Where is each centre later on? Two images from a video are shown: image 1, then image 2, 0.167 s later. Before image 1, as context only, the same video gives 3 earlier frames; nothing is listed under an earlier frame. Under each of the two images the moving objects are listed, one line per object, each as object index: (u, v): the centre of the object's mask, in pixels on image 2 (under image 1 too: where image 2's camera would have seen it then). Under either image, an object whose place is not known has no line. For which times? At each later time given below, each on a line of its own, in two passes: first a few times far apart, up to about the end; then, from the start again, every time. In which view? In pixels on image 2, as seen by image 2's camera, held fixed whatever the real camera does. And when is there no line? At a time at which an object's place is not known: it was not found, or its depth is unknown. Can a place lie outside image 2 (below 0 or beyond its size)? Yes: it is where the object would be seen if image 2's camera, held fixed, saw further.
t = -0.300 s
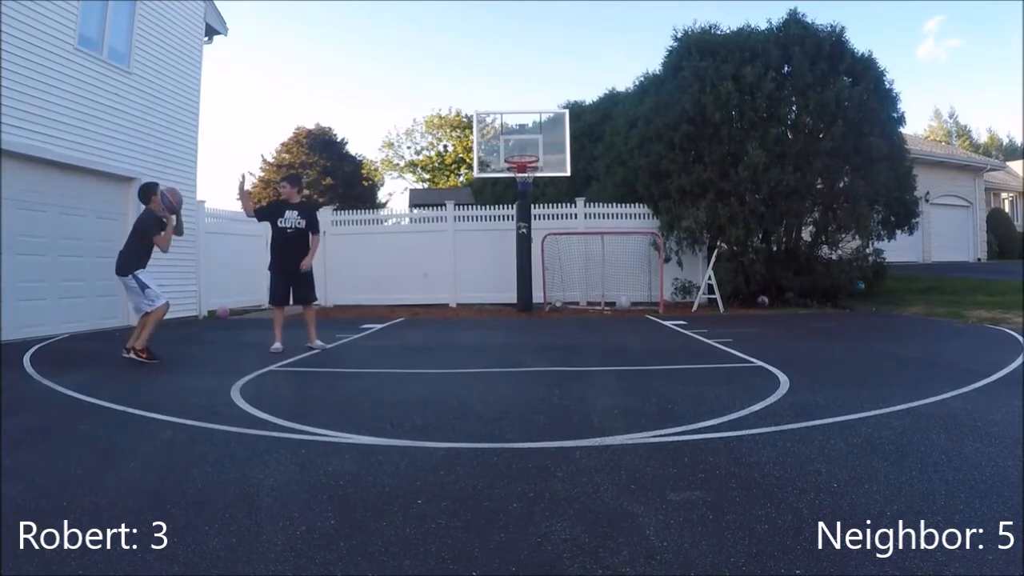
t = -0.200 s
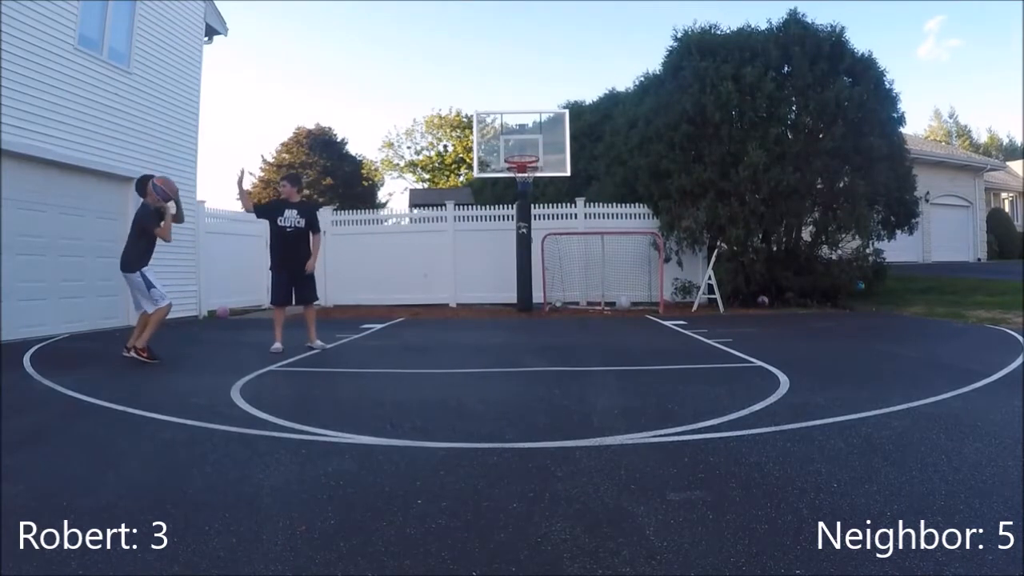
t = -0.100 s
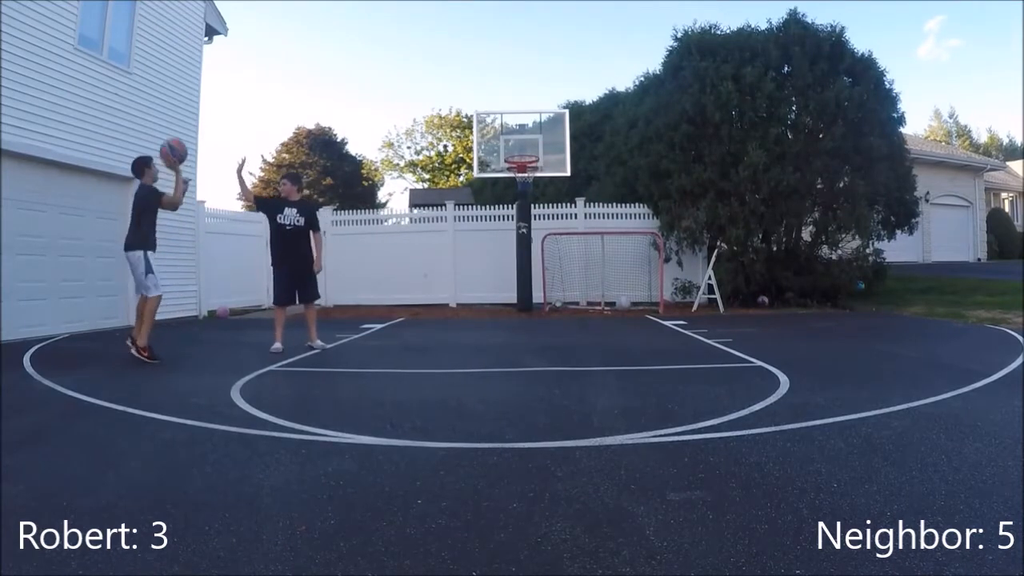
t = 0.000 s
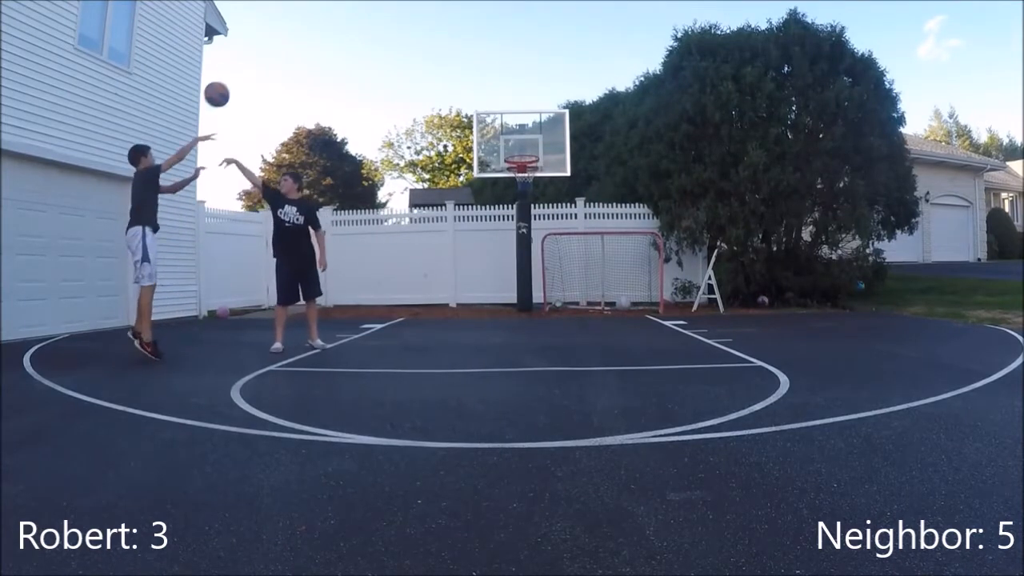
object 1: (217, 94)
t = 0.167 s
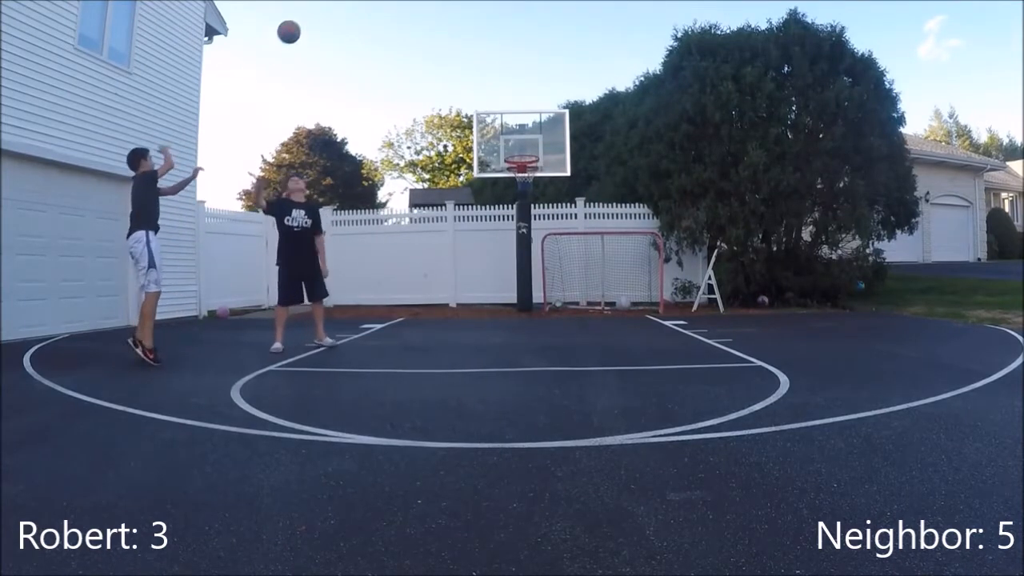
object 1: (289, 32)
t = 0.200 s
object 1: (301, 24)
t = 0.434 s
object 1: (375, 8)
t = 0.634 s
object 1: (425, 26)
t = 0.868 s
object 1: (471, 79)
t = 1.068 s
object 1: (498, 123)
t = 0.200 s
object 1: (301, 24)
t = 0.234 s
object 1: (313, 18)
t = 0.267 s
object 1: (324, 13)
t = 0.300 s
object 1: (335, 10)
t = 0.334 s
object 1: (346, 9)
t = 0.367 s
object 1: (356, 8)
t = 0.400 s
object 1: (366, 7)
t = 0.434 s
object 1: (375, 8)
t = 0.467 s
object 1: (384, 8)
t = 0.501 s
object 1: (393, 10)
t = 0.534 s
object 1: (401, 13)
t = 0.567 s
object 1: (409, 16)
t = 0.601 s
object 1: (417, 21)
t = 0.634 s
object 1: (425, 26)
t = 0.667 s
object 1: (432, 32)
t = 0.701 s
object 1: (439, 38)
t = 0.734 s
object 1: (446, 45)
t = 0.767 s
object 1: (453, 53)
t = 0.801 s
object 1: (459, 61)
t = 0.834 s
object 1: (465, 70)
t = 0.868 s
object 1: (471, 79)
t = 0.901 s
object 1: (478, 89)
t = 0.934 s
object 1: (483, 99)
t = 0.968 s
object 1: (489, 110)
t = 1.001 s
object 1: (492, 113)
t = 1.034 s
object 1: (495, 117)
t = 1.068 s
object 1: (498, 123)
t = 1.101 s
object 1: (502, 129)
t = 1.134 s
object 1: (505, 136)
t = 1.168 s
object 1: (508, 143)
